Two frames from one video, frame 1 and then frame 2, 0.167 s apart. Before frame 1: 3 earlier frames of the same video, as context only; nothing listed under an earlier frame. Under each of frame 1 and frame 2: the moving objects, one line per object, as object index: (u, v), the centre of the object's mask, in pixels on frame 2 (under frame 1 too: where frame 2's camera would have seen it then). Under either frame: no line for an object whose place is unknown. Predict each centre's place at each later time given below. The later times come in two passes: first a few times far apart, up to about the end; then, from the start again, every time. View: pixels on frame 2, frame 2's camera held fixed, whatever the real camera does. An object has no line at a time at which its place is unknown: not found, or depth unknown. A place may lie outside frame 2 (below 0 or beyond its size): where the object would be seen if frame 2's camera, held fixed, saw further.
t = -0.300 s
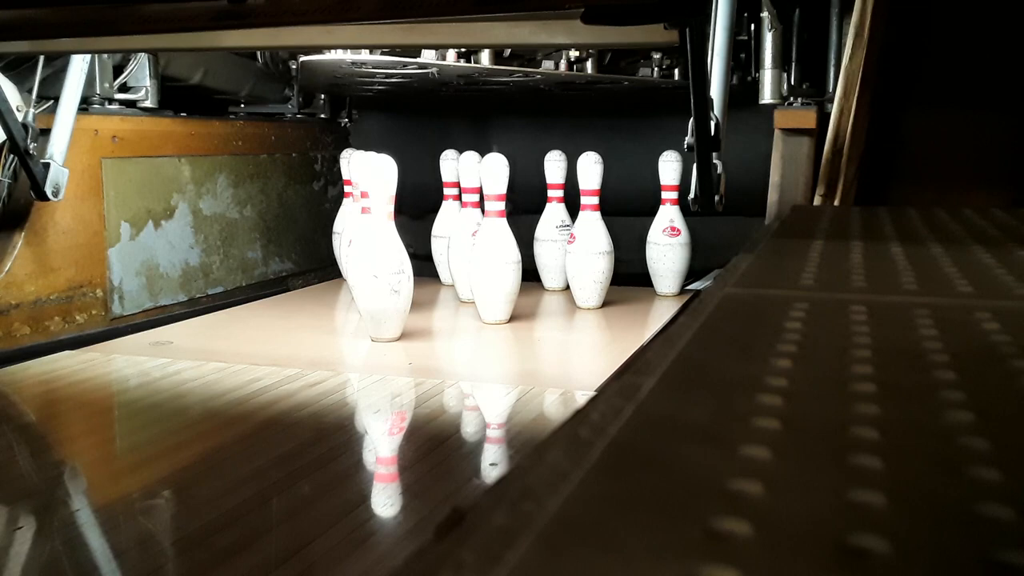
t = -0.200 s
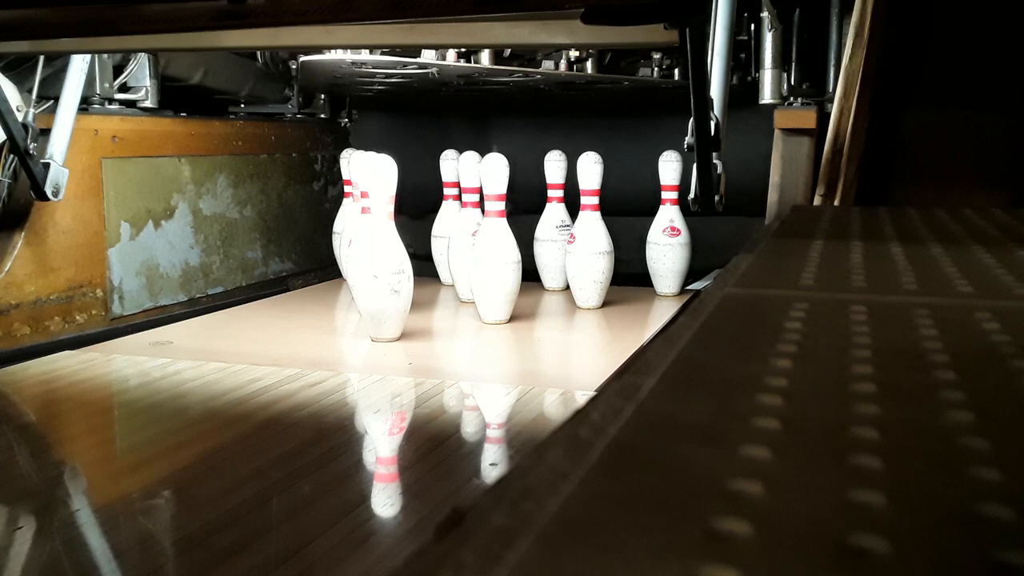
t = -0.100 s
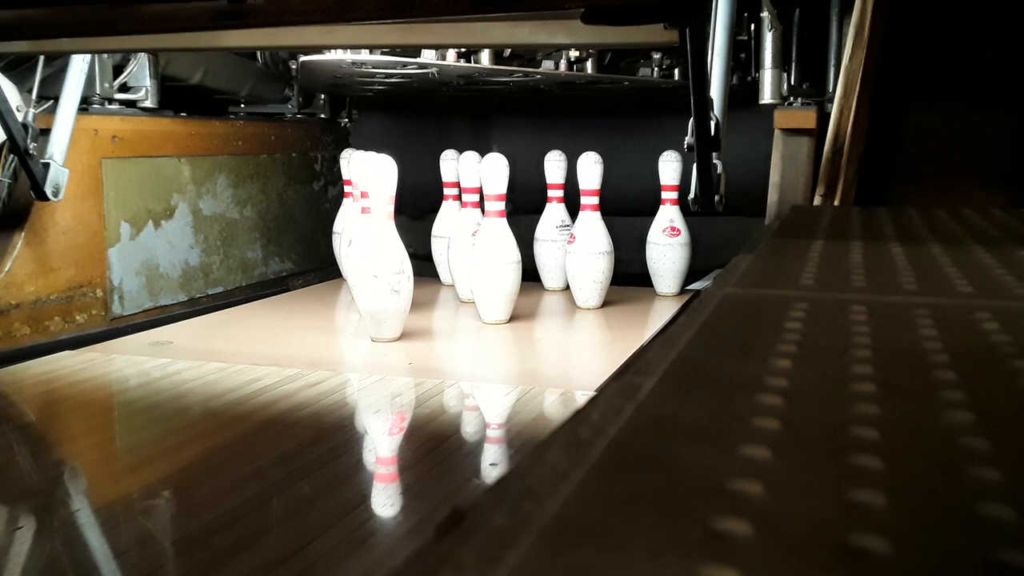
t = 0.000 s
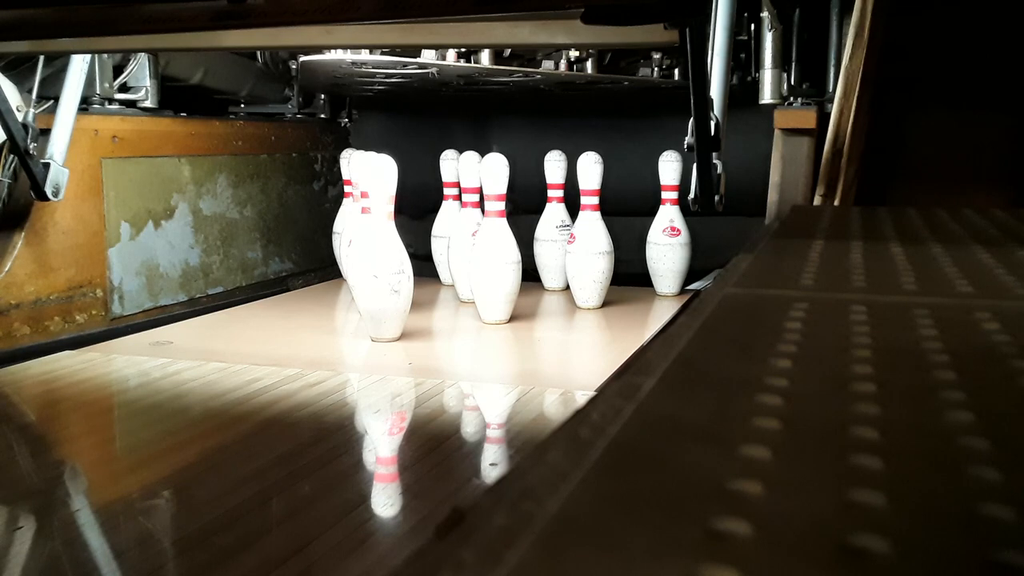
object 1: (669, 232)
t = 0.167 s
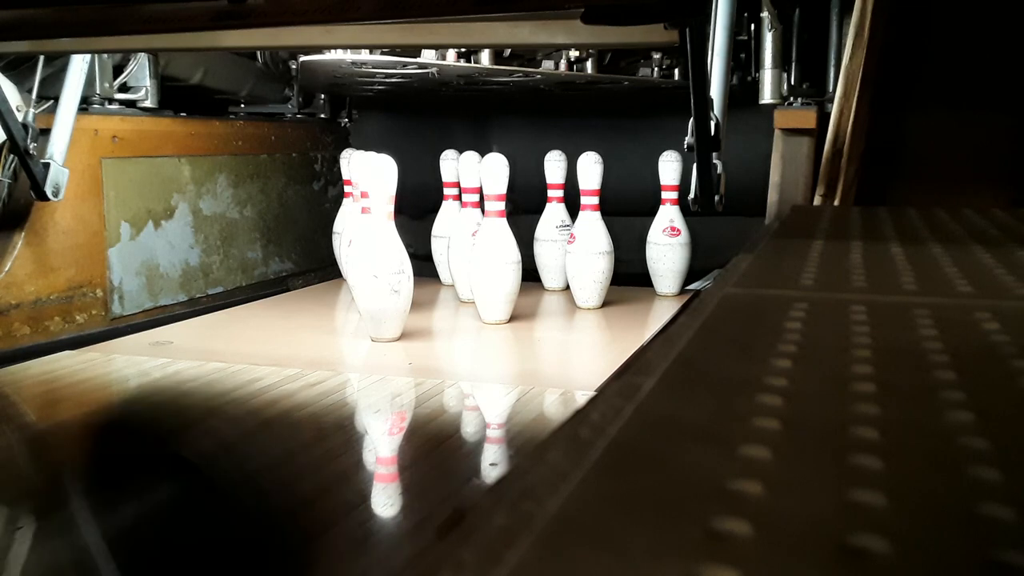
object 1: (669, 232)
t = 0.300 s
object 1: (669, 231)
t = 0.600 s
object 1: (713, 224)
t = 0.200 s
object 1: (669, 231)
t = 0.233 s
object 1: (669, 231)
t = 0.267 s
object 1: (669, 231)
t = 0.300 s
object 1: (669, 231)
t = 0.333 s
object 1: (669, 231)
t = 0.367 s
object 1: (669, 231)
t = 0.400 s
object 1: (669, 231)
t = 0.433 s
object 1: (669, 231)
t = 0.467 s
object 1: (669, 231)
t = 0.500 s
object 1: (669, 231)
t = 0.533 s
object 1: (672, 232)
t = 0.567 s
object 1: (690, 231)
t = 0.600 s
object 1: (713, 224)
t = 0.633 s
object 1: (733, 221)
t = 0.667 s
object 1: (745, 212)
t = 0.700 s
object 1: (743, 238)
